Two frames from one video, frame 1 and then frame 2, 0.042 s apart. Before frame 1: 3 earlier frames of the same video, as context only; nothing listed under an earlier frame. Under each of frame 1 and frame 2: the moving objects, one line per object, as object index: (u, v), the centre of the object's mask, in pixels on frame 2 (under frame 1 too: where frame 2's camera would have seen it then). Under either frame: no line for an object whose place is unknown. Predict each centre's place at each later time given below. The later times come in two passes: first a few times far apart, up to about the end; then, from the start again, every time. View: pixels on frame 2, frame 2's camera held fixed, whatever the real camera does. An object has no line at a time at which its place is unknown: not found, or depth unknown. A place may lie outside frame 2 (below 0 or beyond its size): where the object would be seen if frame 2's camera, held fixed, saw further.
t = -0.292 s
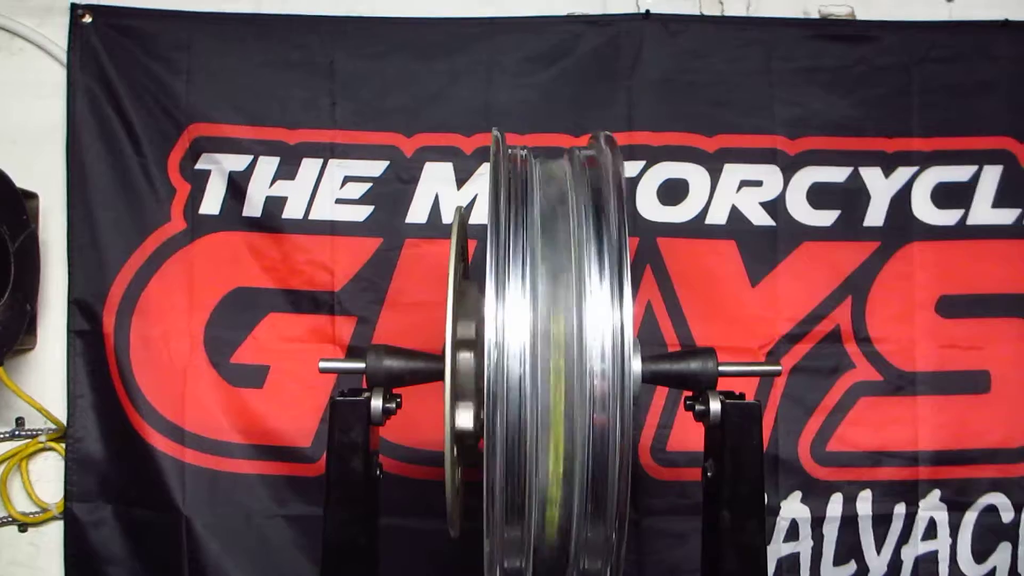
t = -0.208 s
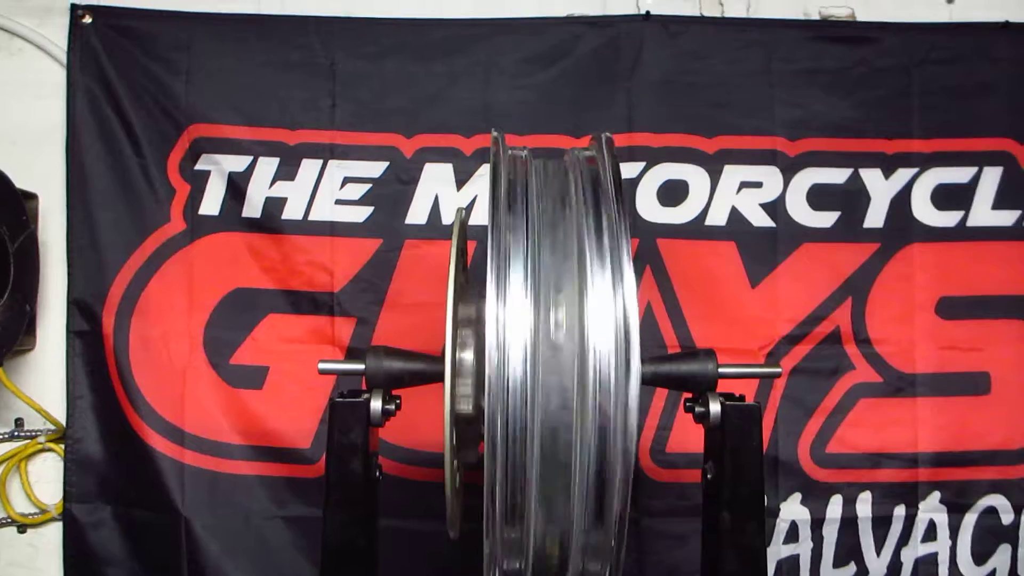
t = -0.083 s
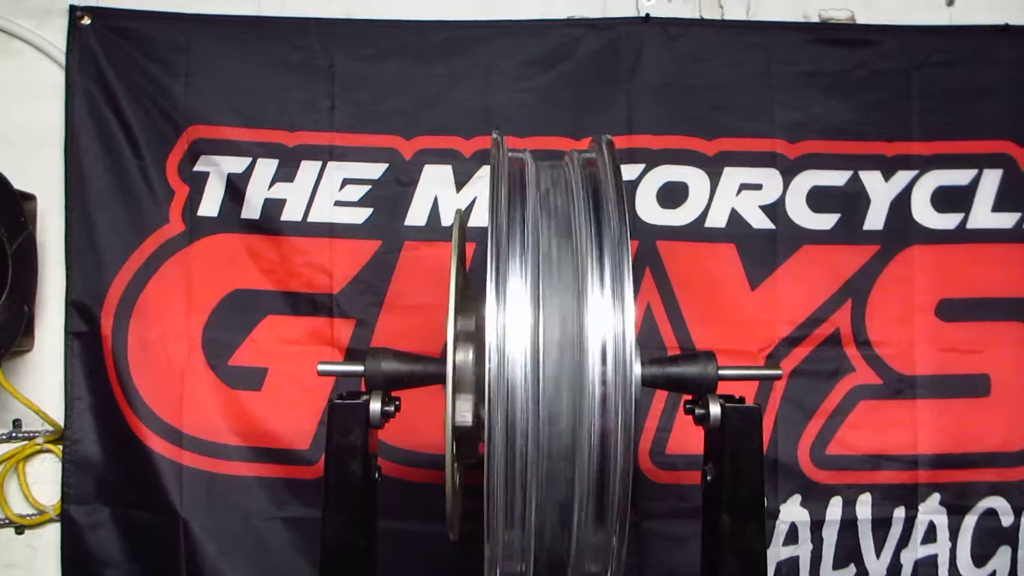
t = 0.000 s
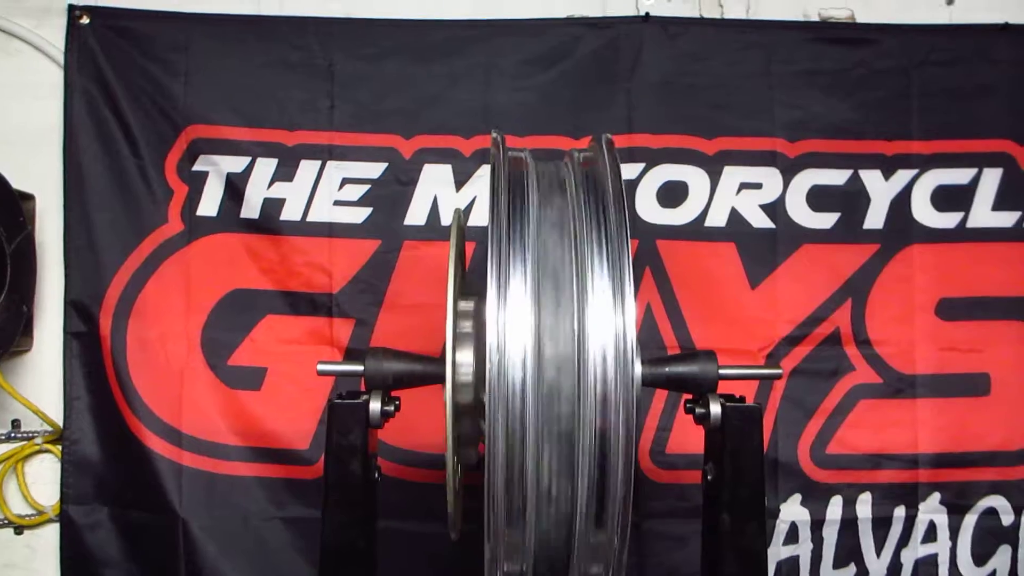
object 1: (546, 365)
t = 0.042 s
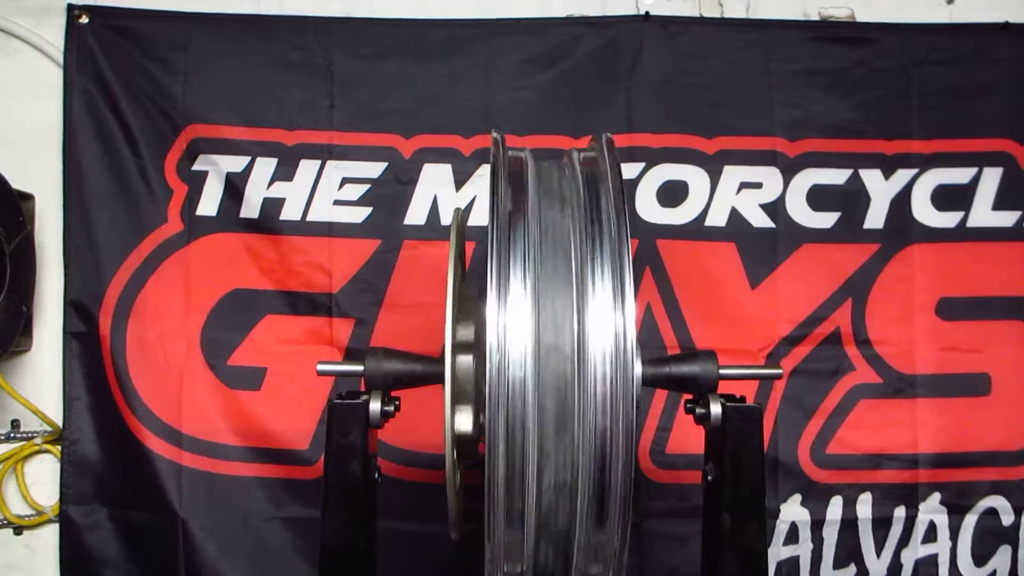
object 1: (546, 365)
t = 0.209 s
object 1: (545, 363)
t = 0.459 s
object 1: (547, 363)
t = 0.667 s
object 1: (547, 360)
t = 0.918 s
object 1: (546, 359)
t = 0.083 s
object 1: (545, 364)
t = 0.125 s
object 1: (545, 364)
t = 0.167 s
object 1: (545, 363)
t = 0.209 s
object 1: (545, 363)
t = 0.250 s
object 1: (545, 363)
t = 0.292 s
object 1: (546, 364)
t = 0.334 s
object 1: (545, 364)
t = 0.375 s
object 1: (546, 364)
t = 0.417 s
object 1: (546, 363)
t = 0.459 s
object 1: (547, 363)
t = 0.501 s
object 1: (547, 364)
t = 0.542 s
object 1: (547, 362)
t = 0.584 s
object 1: (547, 361)
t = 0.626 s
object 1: (547, 361)
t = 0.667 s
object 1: (547, 360)
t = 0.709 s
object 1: (547, 361)
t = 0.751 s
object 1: (547, 360)
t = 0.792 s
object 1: (547, 359)
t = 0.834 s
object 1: (546, 360)
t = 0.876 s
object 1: (546, 359)
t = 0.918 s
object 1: (546, 359)
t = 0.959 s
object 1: (546, 359)
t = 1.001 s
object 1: (546, 358)
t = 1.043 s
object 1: (546, 357)
